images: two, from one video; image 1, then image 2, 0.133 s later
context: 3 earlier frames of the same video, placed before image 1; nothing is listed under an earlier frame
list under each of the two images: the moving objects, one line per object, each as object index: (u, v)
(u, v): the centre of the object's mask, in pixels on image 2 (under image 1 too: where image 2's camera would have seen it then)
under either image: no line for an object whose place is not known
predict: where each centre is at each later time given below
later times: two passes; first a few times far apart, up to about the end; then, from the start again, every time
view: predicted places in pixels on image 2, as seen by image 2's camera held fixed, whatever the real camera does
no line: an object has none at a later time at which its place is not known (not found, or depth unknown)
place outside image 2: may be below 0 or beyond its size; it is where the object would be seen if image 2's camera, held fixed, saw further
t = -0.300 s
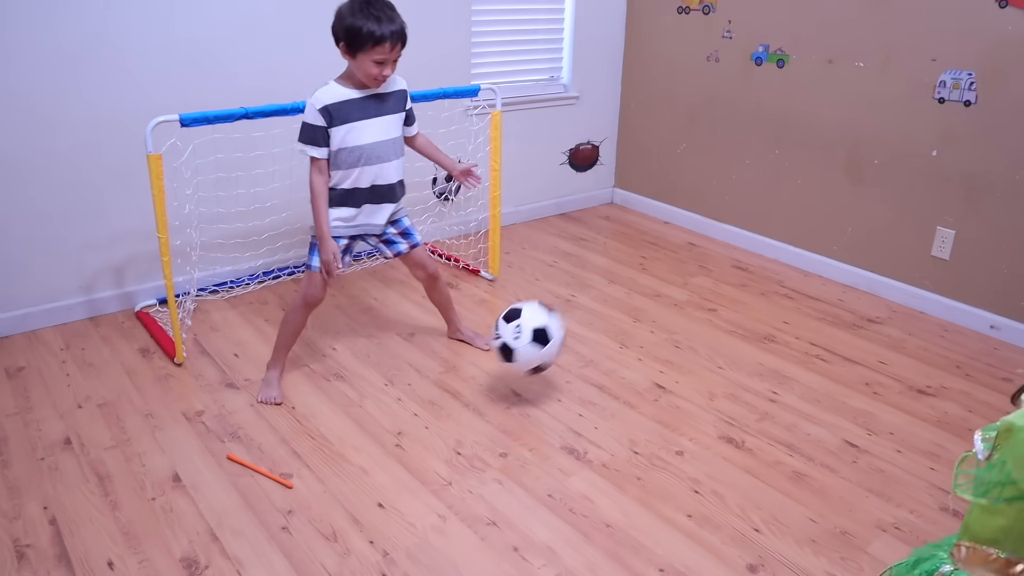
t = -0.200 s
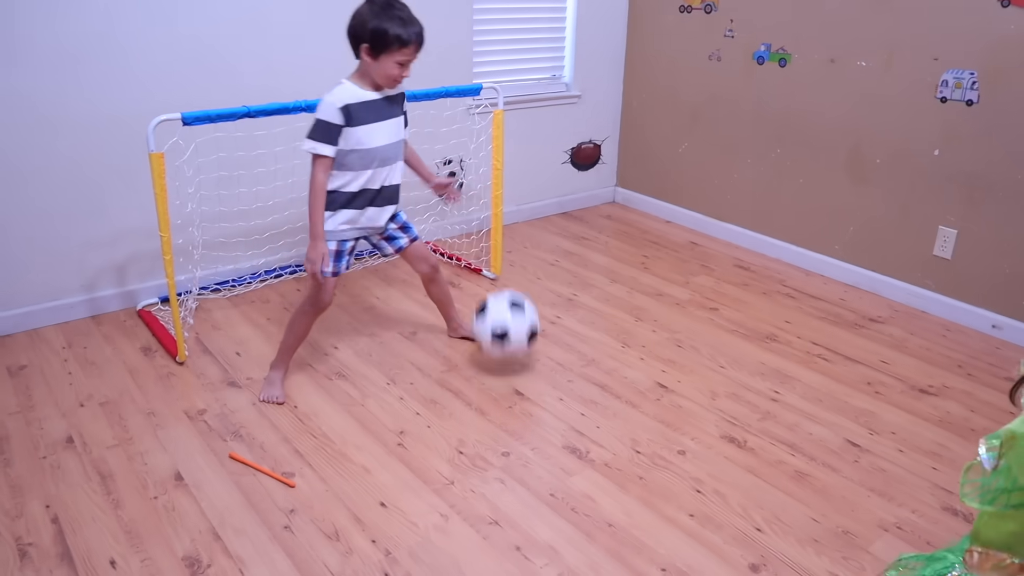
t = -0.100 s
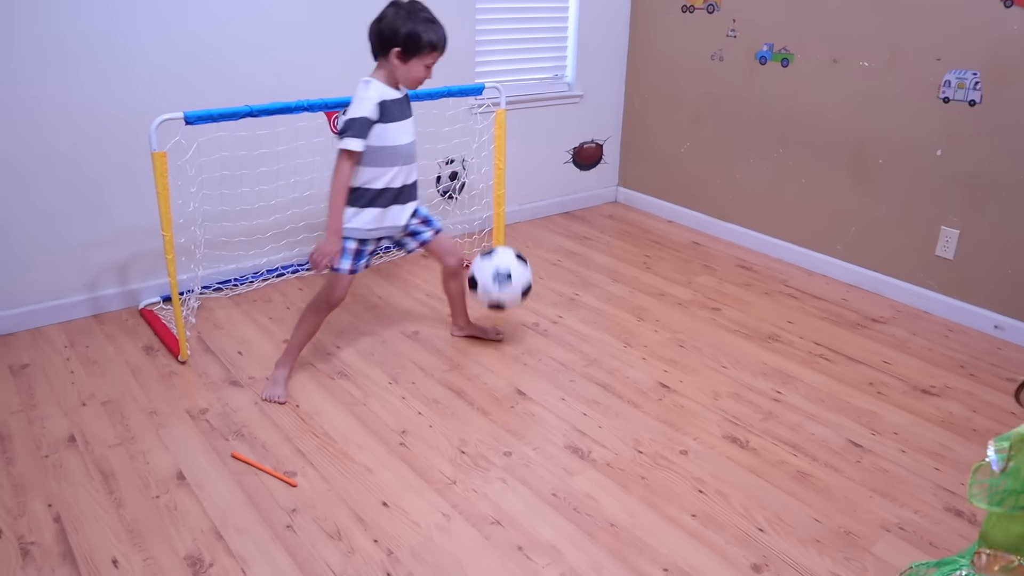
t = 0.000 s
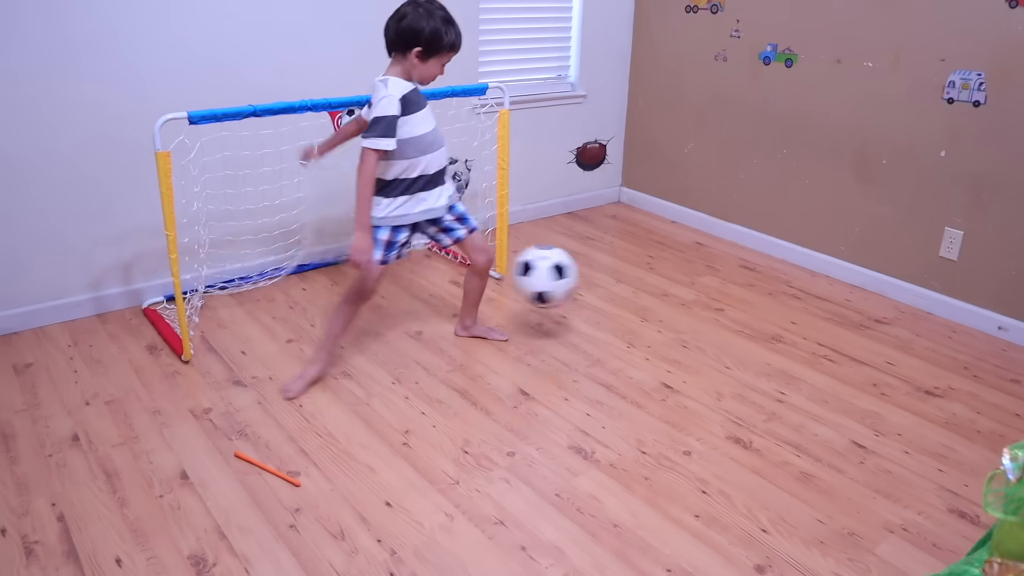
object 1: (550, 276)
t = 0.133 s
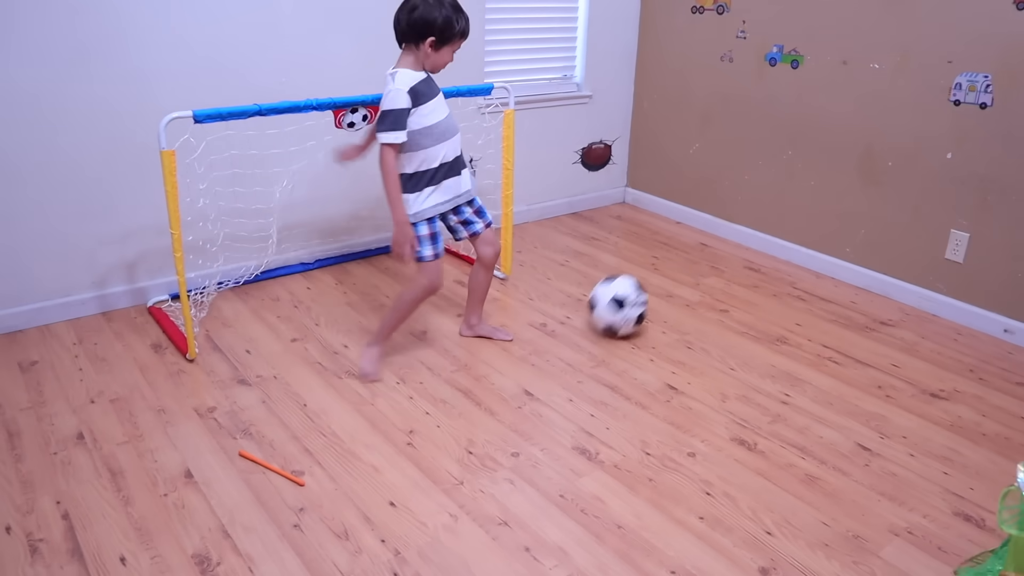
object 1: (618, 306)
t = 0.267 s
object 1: (655, 272)
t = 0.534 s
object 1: (711, 264)
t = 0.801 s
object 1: (756, 257)
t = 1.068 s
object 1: (776, 239)
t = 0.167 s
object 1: (628, 293)
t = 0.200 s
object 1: (637, 283)
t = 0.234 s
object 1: (647, 276)
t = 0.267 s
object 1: (655, 272)
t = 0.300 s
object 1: (662, 272)
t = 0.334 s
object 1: (670, 274)
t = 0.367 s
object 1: (677, 280)
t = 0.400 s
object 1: (683, 286)
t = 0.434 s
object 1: (691, 279)
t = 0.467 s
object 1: (698, 270)
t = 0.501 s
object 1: (704, 266)
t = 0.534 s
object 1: (711, 264)
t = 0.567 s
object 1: (717, 265)
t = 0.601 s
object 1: (722, 268)
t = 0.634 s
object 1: (728, 268)
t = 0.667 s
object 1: (734, 262)
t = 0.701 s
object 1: (740, 259)
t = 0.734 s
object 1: (745, 258)
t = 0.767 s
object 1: (751, 259)
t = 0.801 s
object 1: (756, 257)
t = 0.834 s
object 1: (761, 254)
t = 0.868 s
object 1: (766, 253)
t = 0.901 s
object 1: (771, 251)
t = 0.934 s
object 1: (776, 248)
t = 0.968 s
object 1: (781, 247)
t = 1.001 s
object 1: (784, 244)
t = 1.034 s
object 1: (780, 241)
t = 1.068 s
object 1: (776, 239)
